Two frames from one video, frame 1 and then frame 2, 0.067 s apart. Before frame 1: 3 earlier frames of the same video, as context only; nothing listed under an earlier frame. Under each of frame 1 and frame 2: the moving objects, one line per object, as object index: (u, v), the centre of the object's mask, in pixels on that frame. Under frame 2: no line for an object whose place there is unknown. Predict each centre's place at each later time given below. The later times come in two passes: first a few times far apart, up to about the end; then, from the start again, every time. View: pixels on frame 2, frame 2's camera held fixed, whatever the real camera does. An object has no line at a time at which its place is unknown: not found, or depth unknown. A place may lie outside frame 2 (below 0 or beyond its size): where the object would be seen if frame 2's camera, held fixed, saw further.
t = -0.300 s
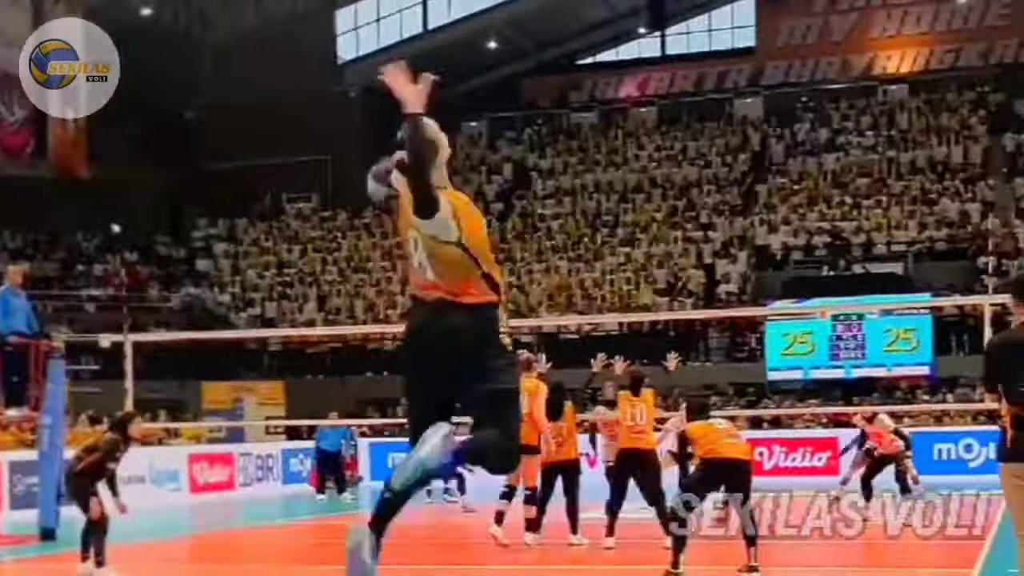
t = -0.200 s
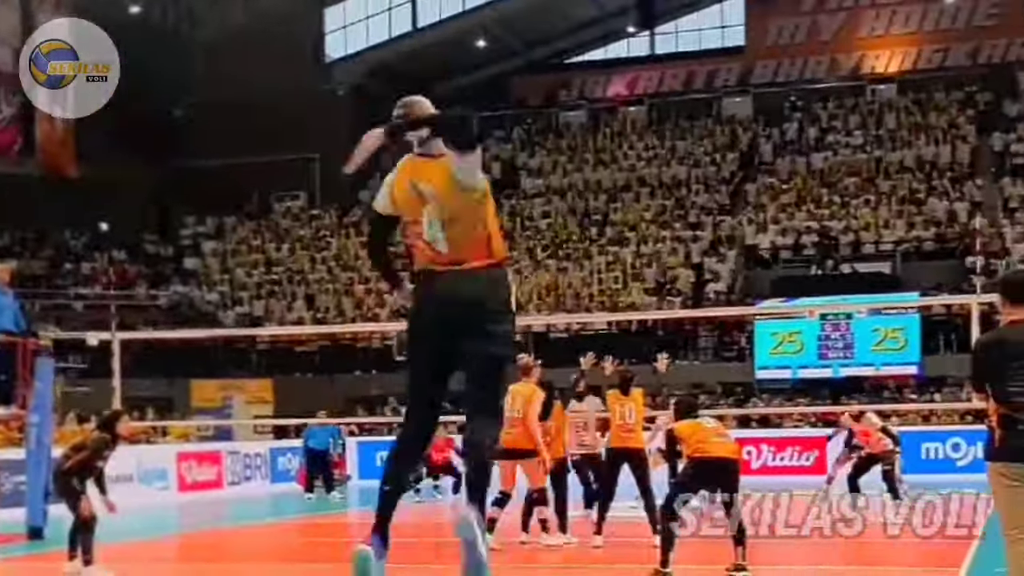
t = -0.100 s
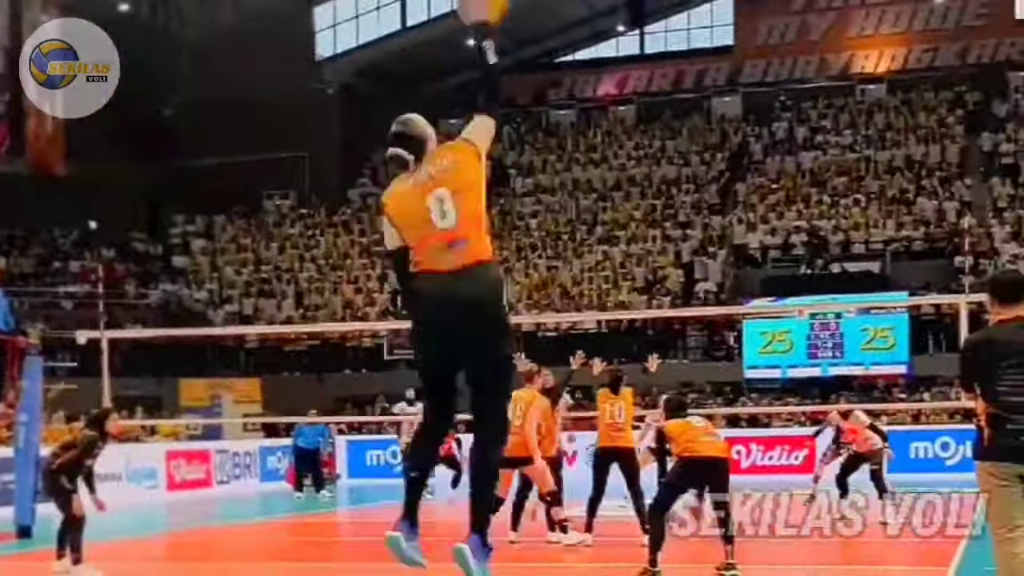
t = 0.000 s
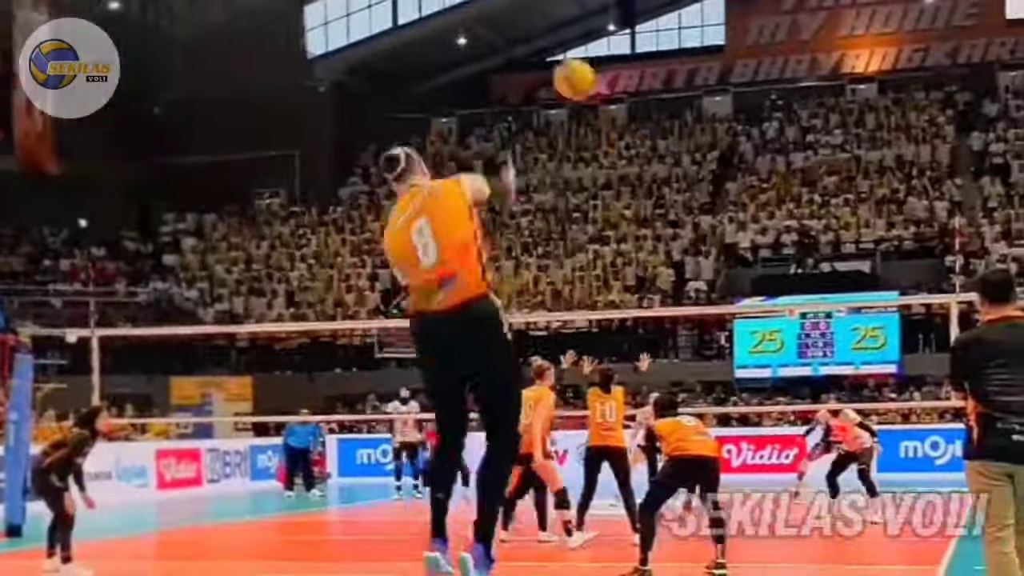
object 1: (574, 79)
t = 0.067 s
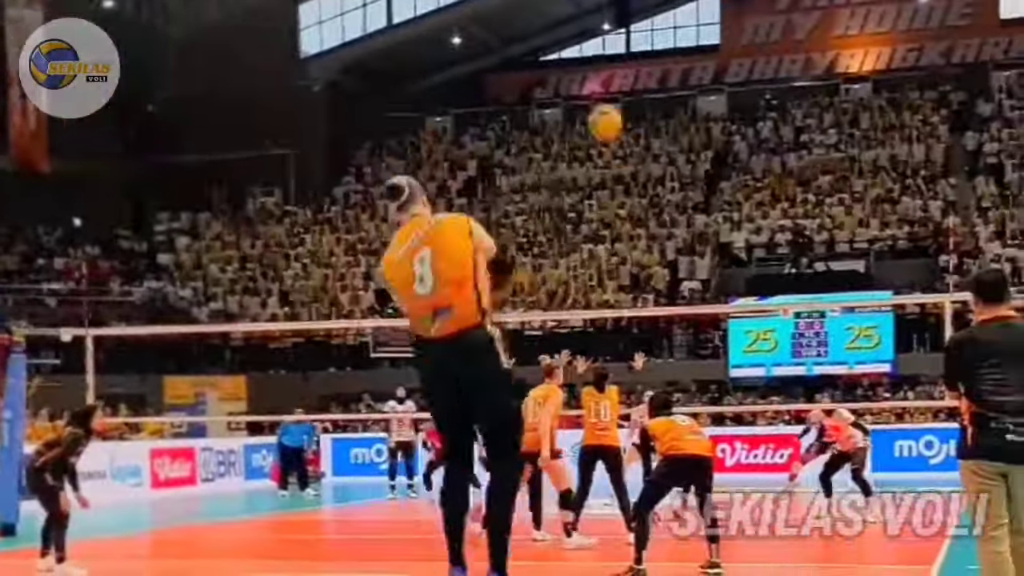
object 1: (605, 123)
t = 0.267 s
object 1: (652, 242)
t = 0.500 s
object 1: (659, 376)
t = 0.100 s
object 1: (618, 142)
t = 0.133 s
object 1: (628, 165)
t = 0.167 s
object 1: (636, 186)
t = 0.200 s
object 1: (643, 207)
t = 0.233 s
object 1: (648, 225)
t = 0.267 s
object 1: (652, 242)
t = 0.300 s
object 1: (654, 264)
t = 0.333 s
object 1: (657, 282)
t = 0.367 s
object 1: (657, 300)
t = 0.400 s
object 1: (656, 323)
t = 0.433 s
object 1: (657, 338)
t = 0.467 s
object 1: (657, 356)
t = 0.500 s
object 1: (659, 376)
